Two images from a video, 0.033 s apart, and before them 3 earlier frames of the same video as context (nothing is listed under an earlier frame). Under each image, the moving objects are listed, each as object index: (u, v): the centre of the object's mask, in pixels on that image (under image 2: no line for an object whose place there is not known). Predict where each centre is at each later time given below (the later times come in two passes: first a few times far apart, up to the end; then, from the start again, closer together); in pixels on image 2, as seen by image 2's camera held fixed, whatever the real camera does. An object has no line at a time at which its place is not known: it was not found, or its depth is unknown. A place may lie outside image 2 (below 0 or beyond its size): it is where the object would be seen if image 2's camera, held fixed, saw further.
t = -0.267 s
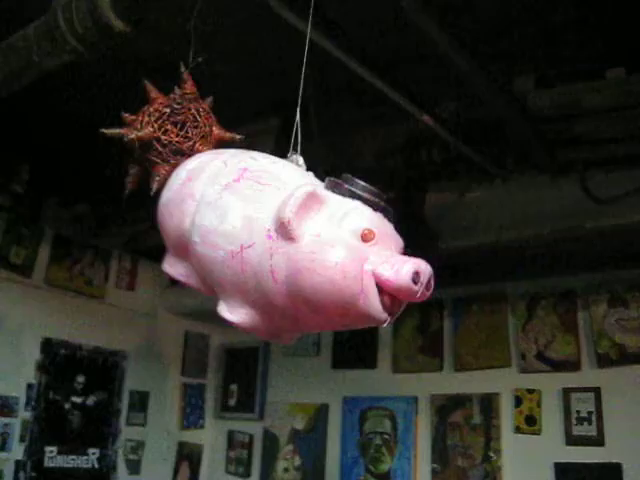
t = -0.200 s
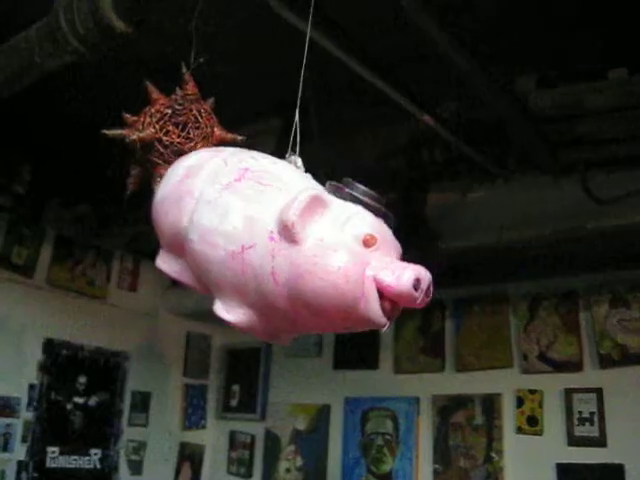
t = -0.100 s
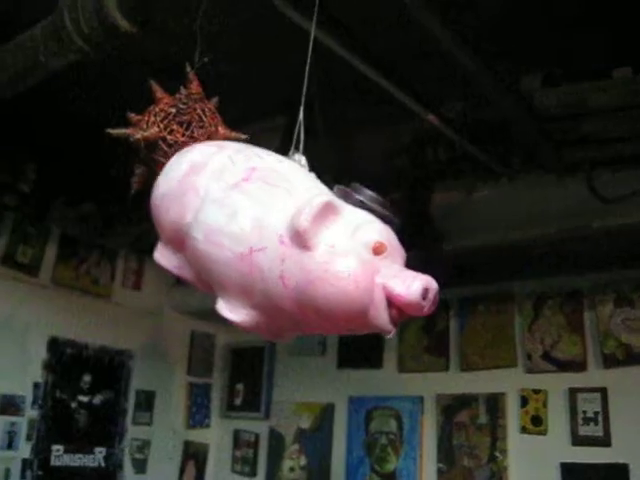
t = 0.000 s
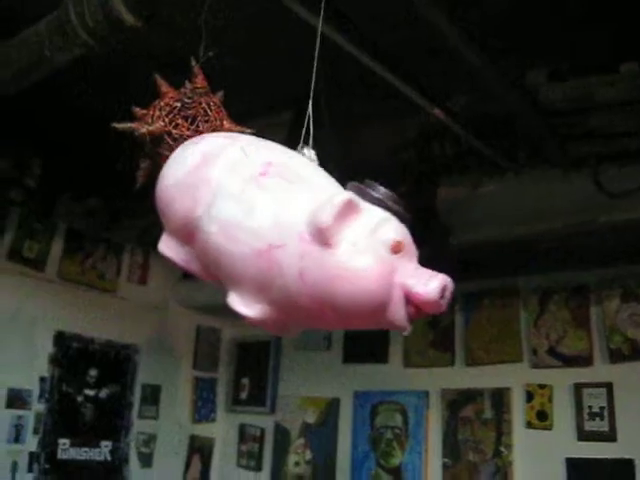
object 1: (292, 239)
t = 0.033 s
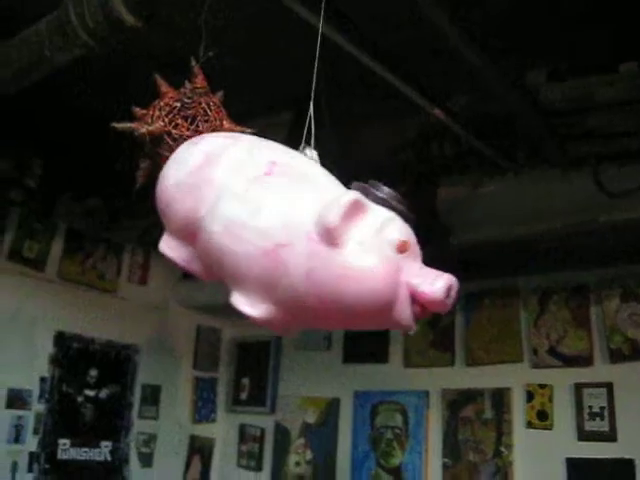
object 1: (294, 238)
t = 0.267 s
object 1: (320, 237)
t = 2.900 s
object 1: (348, 227)
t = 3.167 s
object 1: (356, 228)
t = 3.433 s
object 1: (327, 229)
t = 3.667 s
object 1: (301, 235)
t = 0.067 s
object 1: (297, 238)
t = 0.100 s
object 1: (301, 238)
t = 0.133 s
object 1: (304, 238)
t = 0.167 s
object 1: (309, 238)
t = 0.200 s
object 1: (313, 238)
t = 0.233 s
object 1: (317, 237)
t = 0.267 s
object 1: (320, 237)
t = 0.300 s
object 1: (324, 236)
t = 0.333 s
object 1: (327, 236)
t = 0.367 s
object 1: (330, 235)
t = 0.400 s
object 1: (332, 235)
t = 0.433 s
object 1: (334, 234)
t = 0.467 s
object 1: (335, 234)
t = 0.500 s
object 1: (335, 234)
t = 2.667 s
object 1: (320, 221)
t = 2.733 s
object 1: (328, 224)
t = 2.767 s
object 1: (332, 225)
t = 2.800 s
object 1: (337, 226)
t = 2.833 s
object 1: (341, 226)
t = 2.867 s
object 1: (345, 227)
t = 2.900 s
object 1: (348, 227)
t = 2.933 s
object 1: (352, 227)
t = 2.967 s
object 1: (354, 227)
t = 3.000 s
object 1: (356, 227)
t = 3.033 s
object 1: (357, 227)
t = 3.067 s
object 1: (358, 227)
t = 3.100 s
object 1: (358, 227)
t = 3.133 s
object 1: (358, 227)
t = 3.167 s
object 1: (356, 228)
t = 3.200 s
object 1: (354, 228)
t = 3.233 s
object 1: (352, 228)
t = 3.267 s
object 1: (349, 228)
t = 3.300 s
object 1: (345, 228)
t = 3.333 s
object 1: (341, 228)
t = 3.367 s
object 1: (336, 229)
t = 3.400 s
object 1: (332, 229)
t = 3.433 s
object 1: (327, 229)
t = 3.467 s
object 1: (323, 230)
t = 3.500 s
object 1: (318, 231)
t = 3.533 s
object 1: (314, 232)
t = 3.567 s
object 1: (311, 233)
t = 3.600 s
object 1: (307, 234)
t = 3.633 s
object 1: (304, 234)
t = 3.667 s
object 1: (301, 235)
